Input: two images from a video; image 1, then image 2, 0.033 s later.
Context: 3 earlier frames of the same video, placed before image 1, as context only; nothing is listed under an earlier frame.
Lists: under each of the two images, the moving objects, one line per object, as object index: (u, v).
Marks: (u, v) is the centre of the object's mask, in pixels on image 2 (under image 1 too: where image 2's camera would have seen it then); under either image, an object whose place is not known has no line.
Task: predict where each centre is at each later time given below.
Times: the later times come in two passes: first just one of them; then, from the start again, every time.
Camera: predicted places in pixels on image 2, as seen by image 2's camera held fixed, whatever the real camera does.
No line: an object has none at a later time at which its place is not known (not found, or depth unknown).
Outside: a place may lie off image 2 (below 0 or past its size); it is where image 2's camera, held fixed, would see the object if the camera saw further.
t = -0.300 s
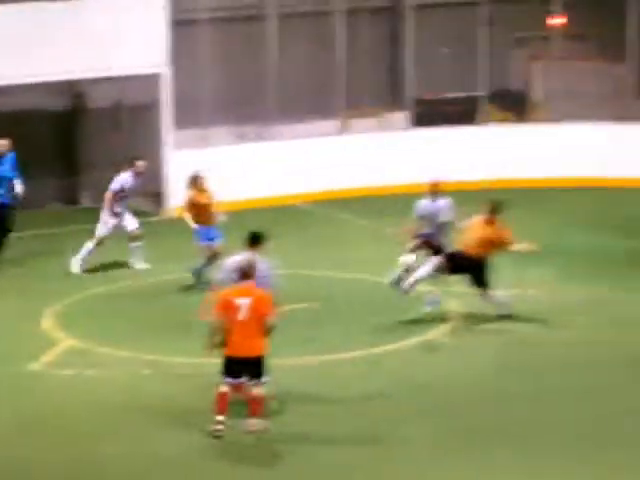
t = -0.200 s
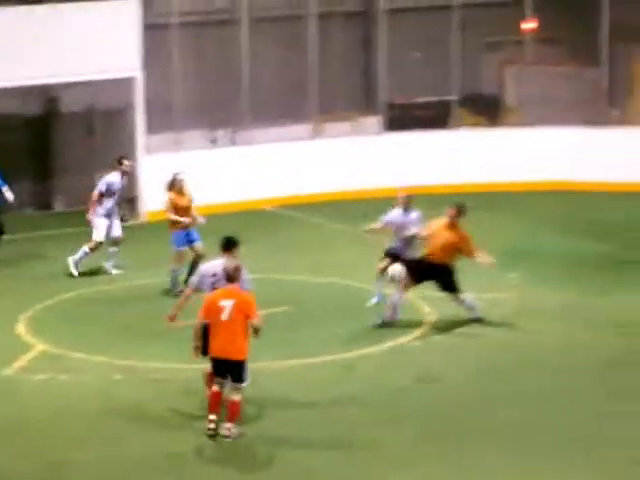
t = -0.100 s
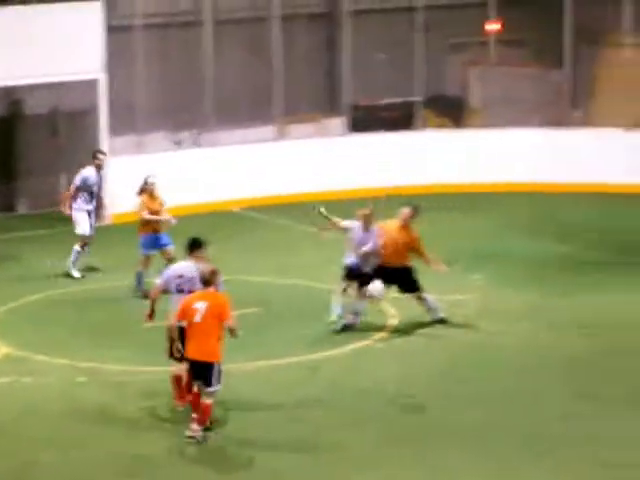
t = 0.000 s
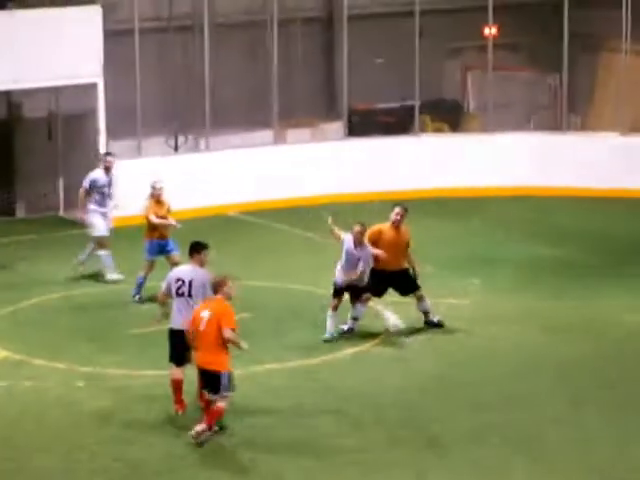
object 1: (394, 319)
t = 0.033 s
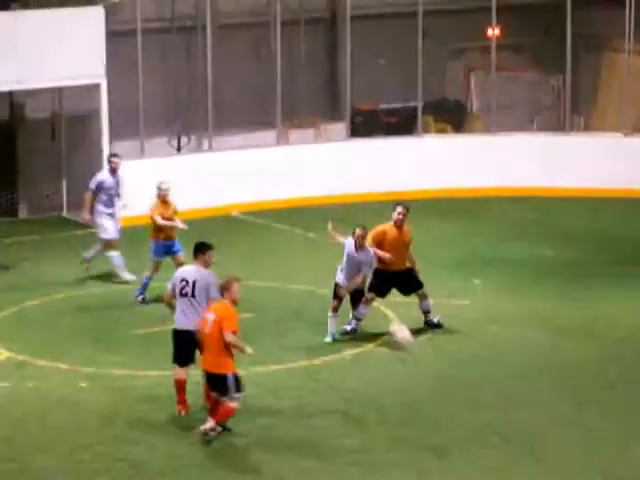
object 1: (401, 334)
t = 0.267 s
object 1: (450, 461)
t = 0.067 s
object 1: (406, 347)
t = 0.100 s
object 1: (414, 361)
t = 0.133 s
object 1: (422, 378)
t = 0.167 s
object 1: (429, 396)
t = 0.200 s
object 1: (437, 416)
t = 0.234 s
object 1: (443, 438)
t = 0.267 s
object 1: (450, 461)
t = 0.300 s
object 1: (454, 484)
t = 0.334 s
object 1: (463, 504)
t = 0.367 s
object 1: (472, 503)
